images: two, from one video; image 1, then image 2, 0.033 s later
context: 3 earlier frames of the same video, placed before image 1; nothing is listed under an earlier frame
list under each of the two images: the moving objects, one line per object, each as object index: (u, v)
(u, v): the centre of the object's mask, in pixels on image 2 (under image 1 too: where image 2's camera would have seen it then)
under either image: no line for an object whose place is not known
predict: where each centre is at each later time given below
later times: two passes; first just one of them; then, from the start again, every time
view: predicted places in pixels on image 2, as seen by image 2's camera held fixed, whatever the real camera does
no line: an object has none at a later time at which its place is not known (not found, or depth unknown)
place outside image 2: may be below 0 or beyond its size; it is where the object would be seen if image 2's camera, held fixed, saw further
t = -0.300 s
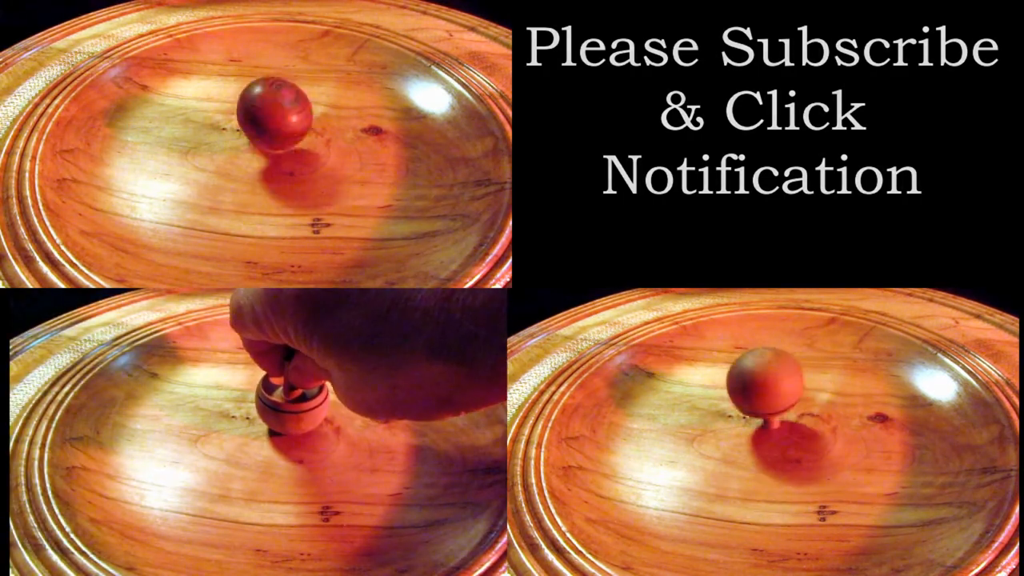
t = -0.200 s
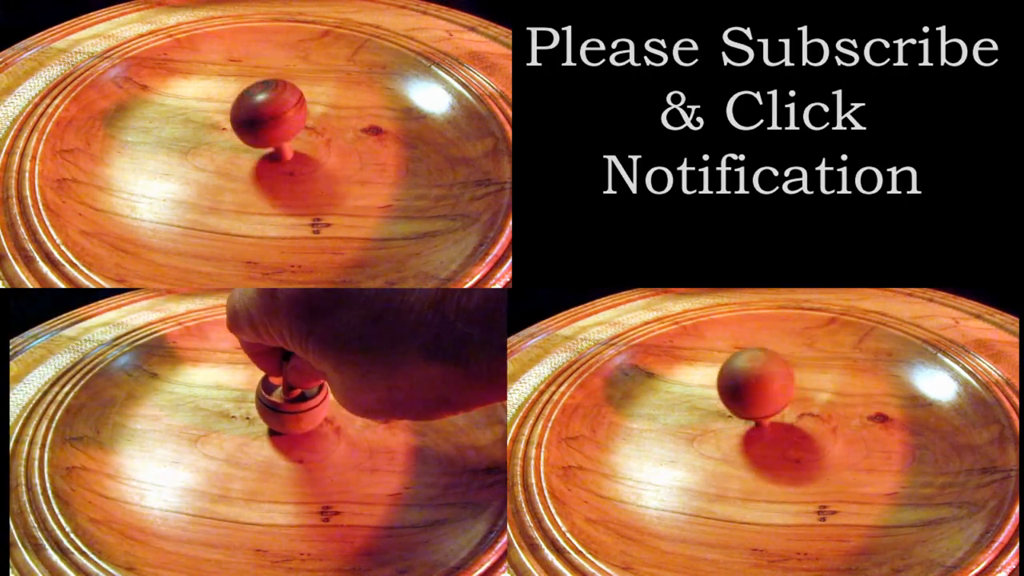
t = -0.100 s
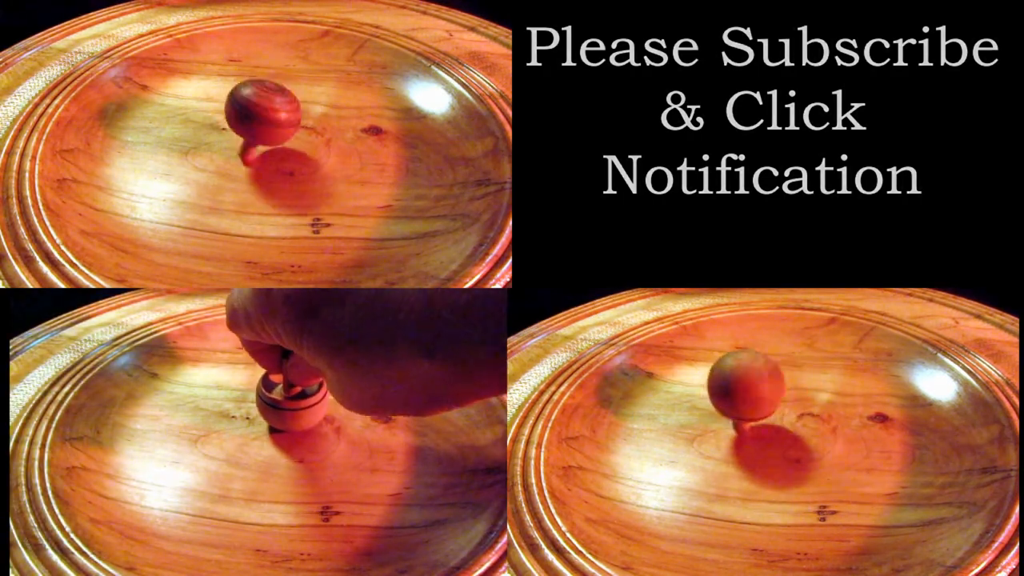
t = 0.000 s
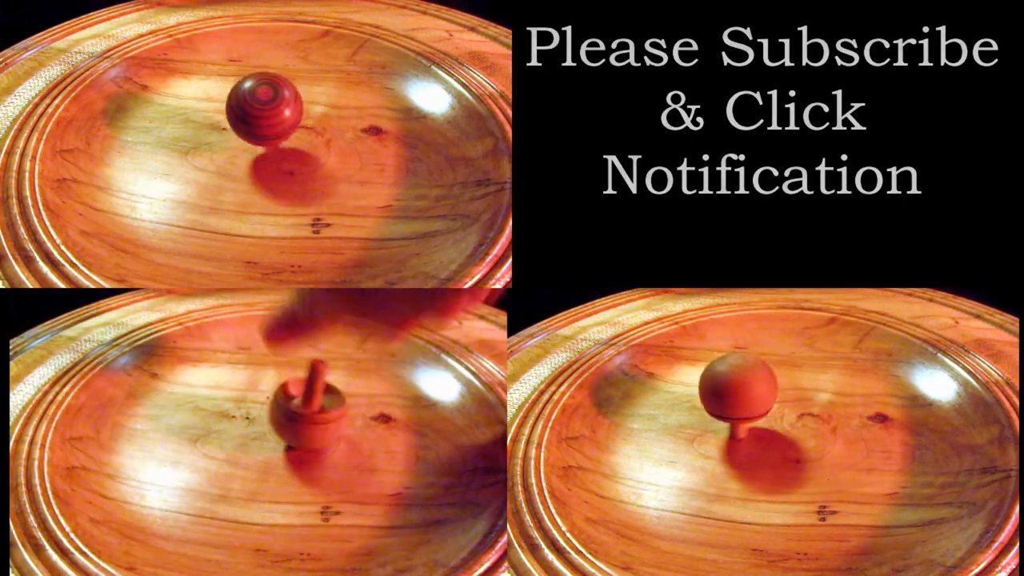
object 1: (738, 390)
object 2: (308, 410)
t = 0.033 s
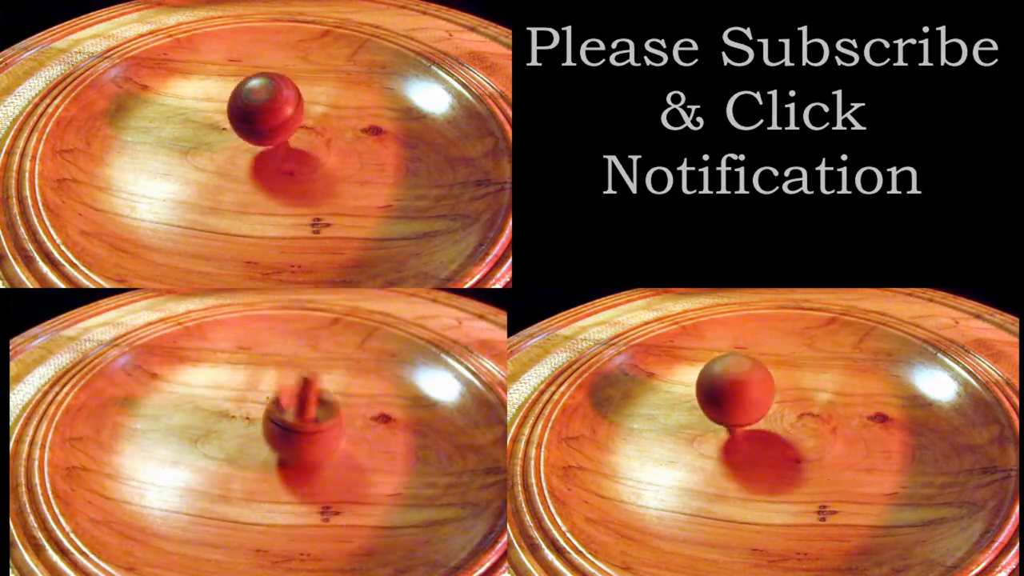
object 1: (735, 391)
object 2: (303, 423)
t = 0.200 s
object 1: (728, 400)
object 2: (232, 475)
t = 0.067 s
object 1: (733, 392)
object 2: (296, 436)
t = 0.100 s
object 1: (732, 394)
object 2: (282, 443)
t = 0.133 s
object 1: (730, 395)
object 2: (266, 456)
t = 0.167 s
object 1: (729, 397)
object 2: (249, 465)
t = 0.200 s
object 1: (728, 400)
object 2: (232, 475)
